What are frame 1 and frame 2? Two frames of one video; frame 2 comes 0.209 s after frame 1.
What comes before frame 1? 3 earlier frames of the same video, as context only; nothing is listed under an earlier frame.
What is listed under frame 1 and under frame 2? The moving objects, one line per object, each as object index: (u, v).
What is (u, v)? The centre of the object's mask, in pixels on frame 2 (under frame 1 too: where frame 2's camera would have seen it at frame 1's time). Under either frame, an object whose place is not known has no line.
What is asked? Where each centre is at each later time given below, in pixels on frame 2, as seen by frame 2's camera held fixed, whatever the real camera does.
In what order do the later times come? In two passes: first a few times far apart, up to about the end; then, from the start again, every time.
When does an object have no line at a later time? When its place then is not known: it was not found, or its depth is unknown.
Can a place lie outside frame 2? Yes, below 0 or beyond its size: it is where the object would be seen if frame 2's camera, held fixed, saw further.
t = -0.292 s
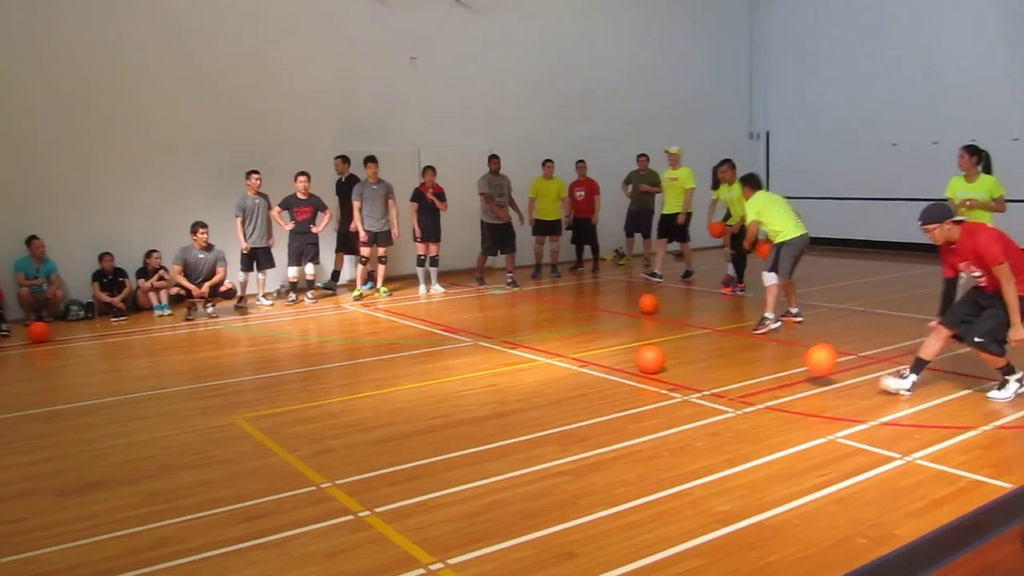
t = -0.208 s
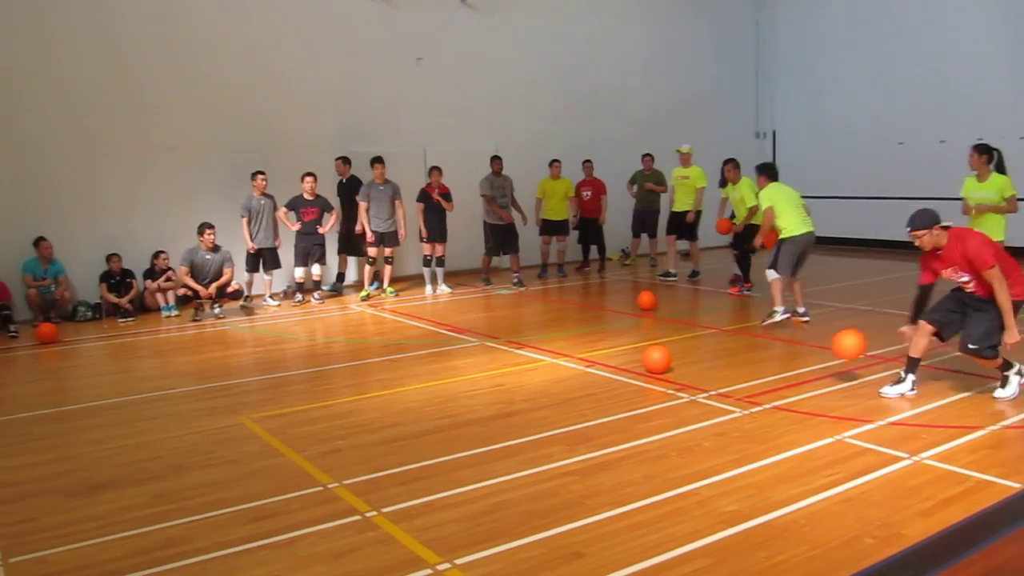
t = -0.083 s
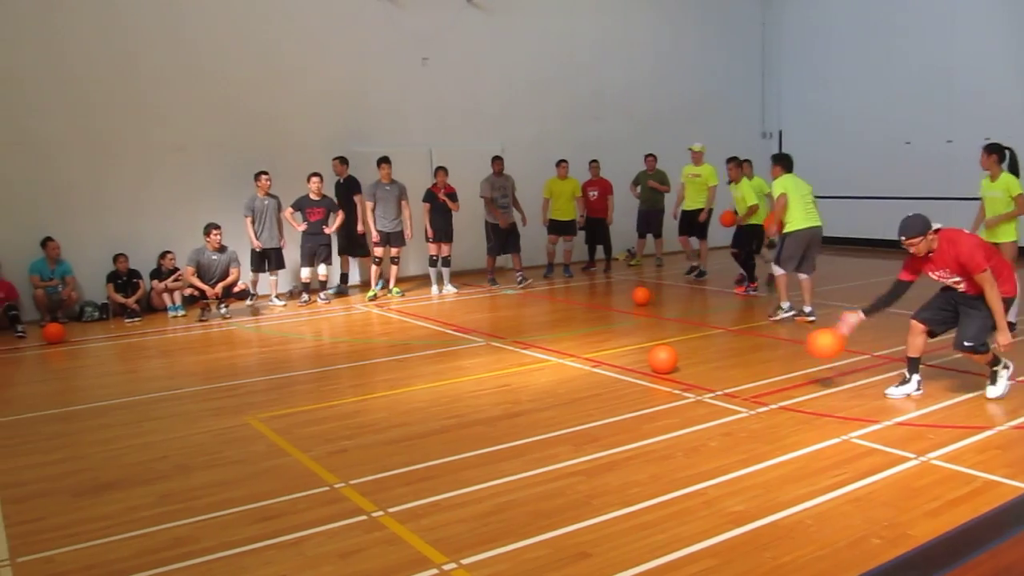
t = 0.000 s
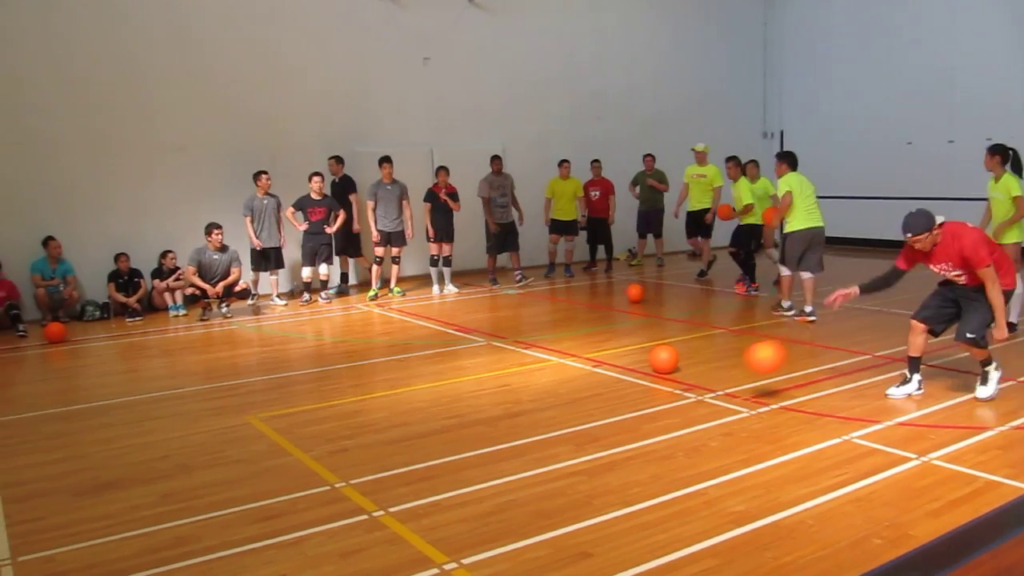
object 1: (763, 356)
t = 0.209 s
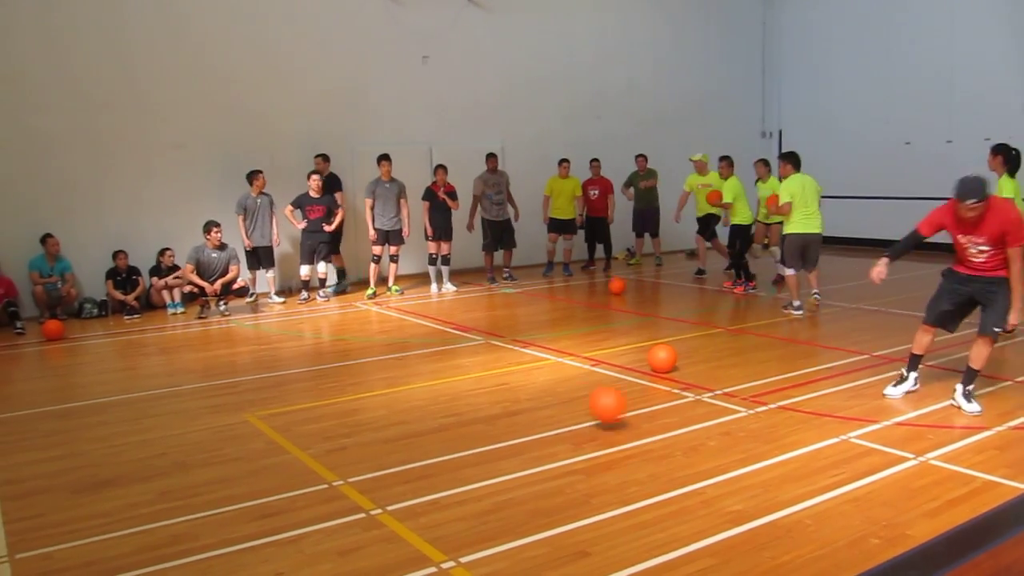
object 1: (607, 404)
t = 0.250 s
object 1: (583, 401)
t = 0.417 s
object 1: (478, 414)
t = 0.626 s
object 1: (339, 442)
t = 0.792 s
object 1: (223, 475)
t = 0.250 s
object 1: (583, 401)
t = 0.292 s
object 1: (557, 399)
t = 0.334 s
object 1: (530, 401)
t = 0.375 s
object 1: (504, 406)
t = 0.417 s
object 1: (478, 414)
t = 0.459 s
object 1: (451, 425)
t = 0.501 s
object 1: (423, 440)
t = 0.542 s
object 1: (396, 446)
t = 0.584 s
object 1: (368, 441)
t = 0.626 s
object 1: (339, 442)
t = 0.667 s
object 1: (311, 445)
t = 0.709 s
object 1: (281, 452)
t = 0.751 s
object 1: (252, 462)
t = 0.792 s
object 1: (223, 475)
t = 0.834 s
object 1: (192, 474)
